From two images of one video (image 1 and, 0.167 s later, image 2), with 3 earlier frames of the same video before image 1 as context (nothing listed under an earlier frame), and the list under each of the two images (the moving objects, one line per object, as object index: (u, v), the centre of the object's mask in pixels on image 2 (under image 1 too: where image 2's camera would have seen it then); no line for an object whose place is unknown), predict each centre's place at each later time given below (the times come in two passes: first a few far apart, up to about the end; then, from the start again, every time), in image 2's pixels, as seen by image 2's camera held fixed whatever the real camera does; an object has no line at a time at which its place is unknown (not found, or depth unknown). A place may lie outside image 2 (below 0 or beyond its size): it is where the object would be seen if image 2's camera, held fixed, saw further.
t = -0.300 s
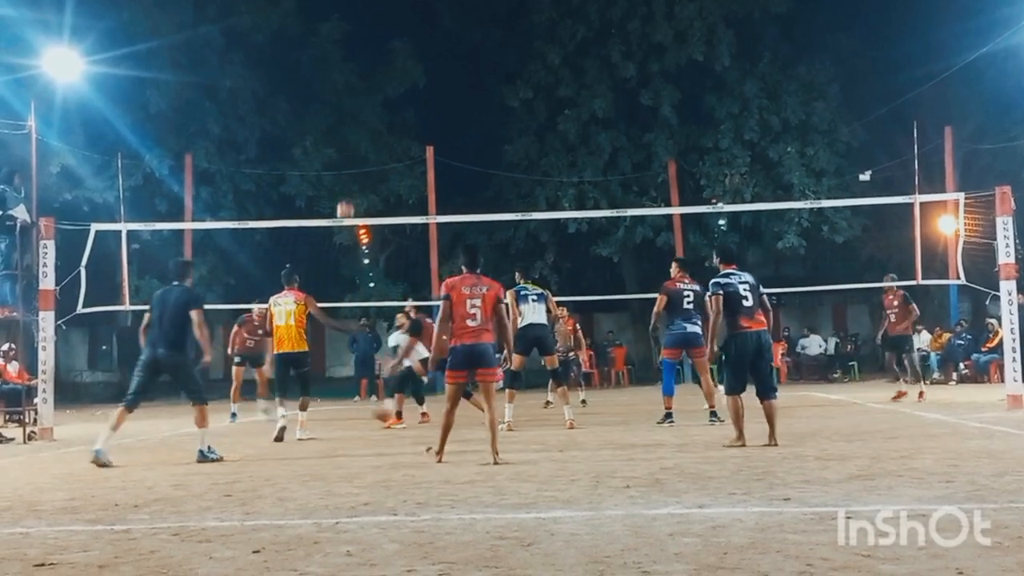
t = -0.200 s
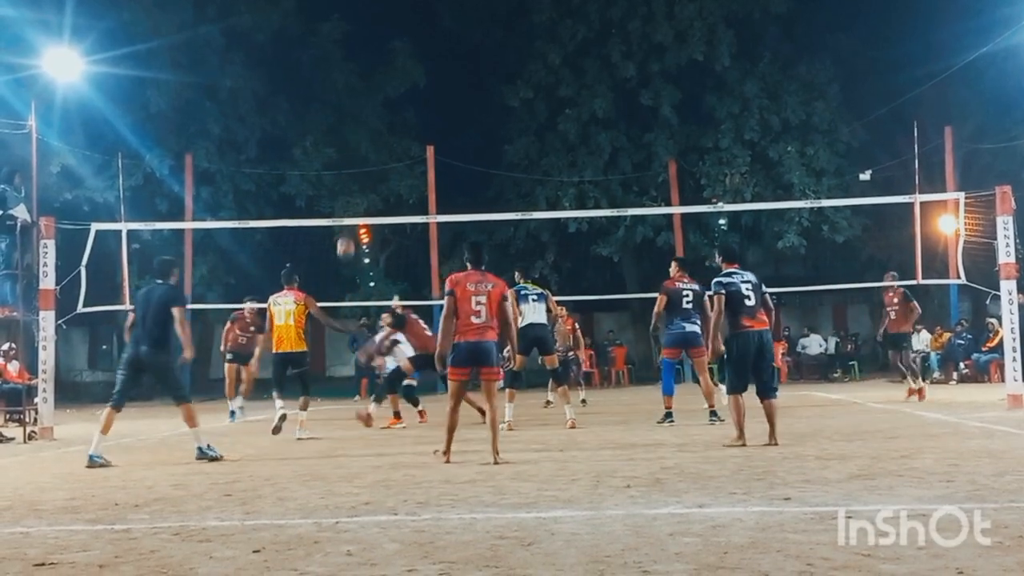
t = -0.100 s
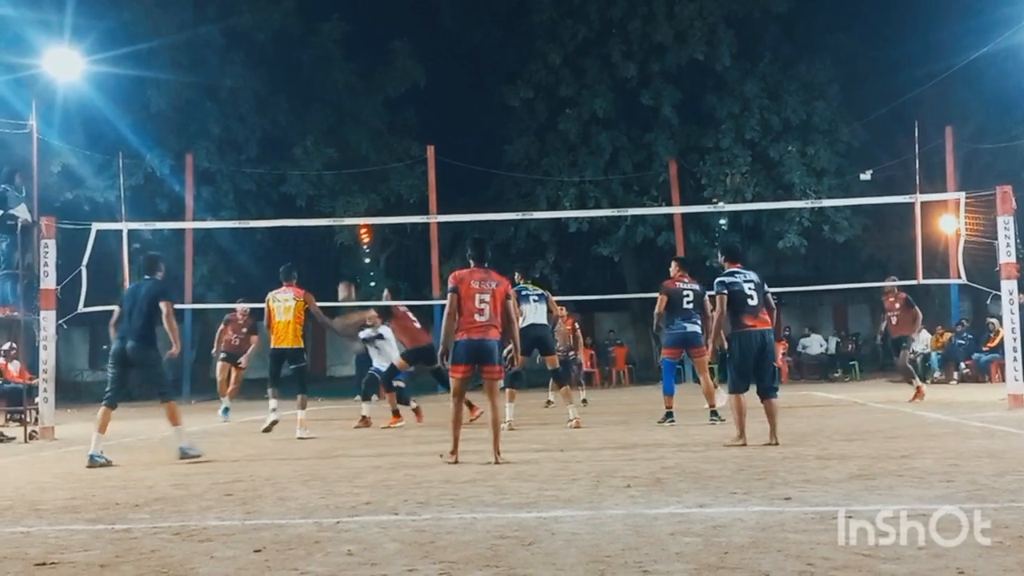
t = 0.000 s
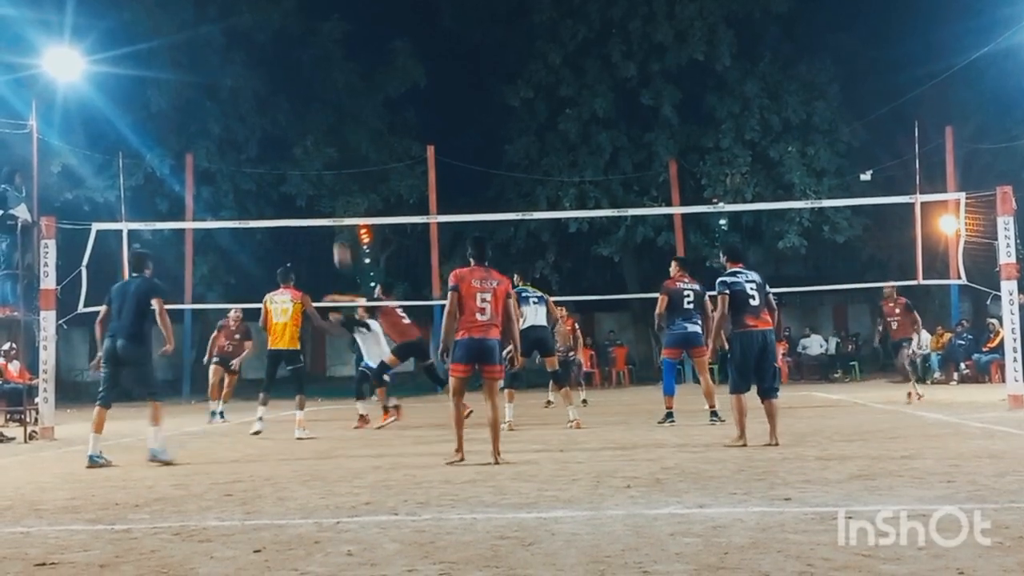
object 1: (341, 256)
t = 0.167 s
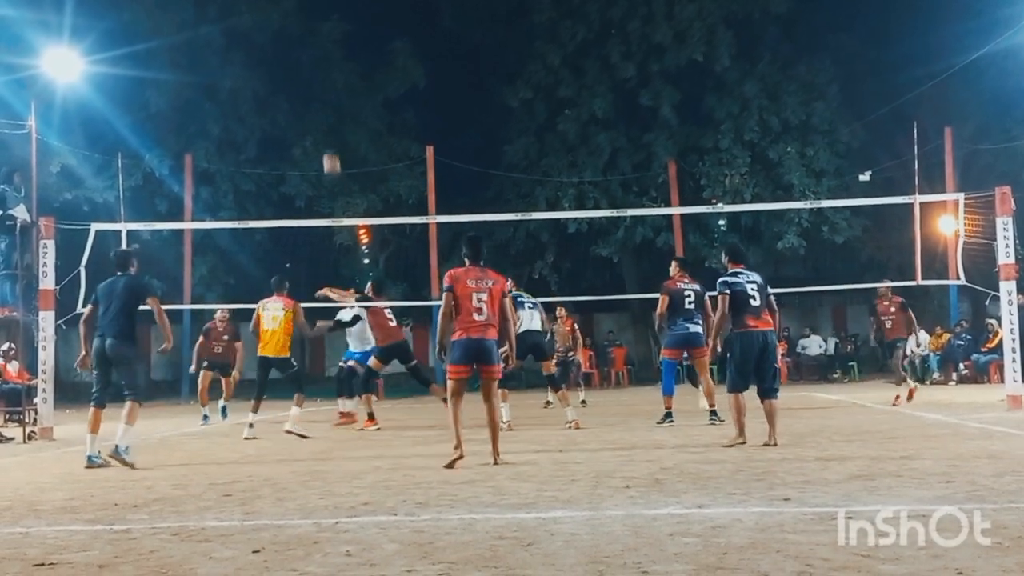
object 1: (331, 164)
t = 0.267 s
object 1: (327, 121)
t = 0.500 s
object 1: (316, 53)
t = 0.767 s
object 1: (305, 27)
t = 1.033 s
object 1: (296, 55)
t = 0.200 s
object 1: (330, 148)
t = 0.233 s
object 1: (328, 134)
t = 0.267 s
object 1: (327, 121)
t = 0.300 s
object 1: (325, 109)
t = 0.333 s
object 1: (323, 96)
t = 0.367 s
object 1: (322, 86)
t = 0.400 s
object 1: (320, 76)
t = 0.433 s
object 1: (318, 68)
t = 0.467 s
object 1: (317, 60)
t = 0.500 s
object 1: (316, 53)
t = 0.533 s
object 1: (314, 47)
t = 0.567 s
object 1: (313, 41)
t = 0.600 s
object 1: (312, 36)
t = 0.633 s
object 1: (310, 32)
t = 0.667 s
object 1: (309, 30)
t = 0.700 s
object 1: (308, 27)
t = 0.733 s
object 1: (306, 26)
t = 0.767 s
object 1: (305, 27)
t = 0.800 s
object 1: (304, 27)
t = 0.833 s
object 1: (303, 29)
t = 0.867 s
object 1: (301, 31)
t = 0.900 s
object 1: (300, 34)
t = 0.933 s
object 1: (299, 38)
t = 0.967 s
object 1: (298, 43)
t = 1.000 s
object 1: (297, 48)
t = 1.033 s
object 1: (296, 55)
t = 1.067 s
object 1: (295, 62)
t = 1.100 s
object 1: (294, 70)
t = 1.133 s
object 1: (293, 79)
